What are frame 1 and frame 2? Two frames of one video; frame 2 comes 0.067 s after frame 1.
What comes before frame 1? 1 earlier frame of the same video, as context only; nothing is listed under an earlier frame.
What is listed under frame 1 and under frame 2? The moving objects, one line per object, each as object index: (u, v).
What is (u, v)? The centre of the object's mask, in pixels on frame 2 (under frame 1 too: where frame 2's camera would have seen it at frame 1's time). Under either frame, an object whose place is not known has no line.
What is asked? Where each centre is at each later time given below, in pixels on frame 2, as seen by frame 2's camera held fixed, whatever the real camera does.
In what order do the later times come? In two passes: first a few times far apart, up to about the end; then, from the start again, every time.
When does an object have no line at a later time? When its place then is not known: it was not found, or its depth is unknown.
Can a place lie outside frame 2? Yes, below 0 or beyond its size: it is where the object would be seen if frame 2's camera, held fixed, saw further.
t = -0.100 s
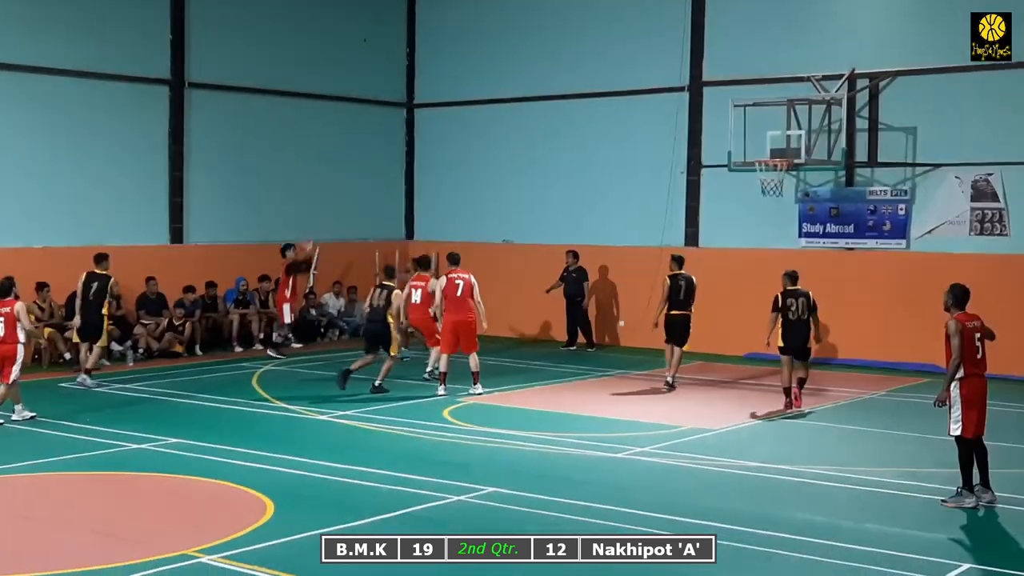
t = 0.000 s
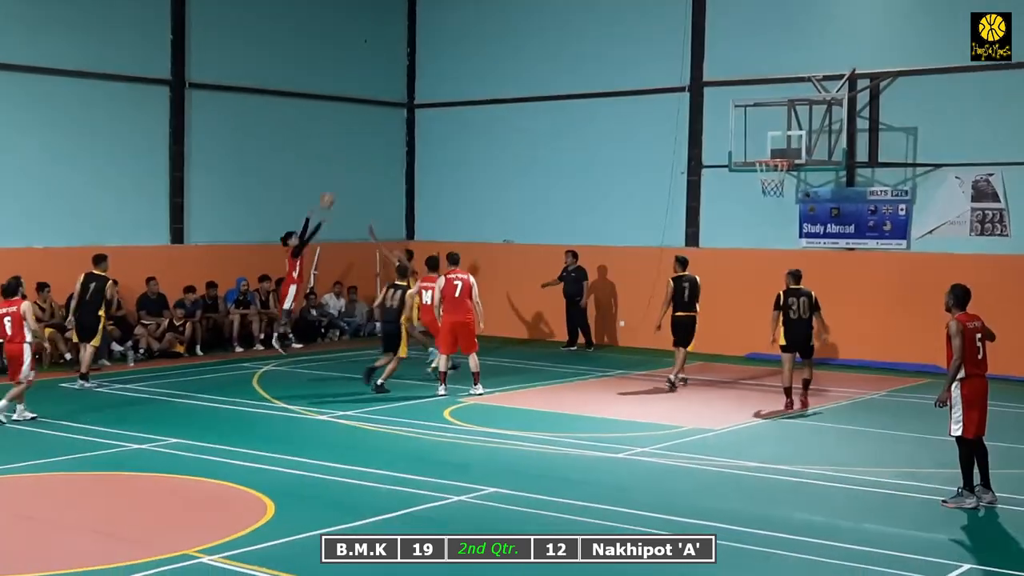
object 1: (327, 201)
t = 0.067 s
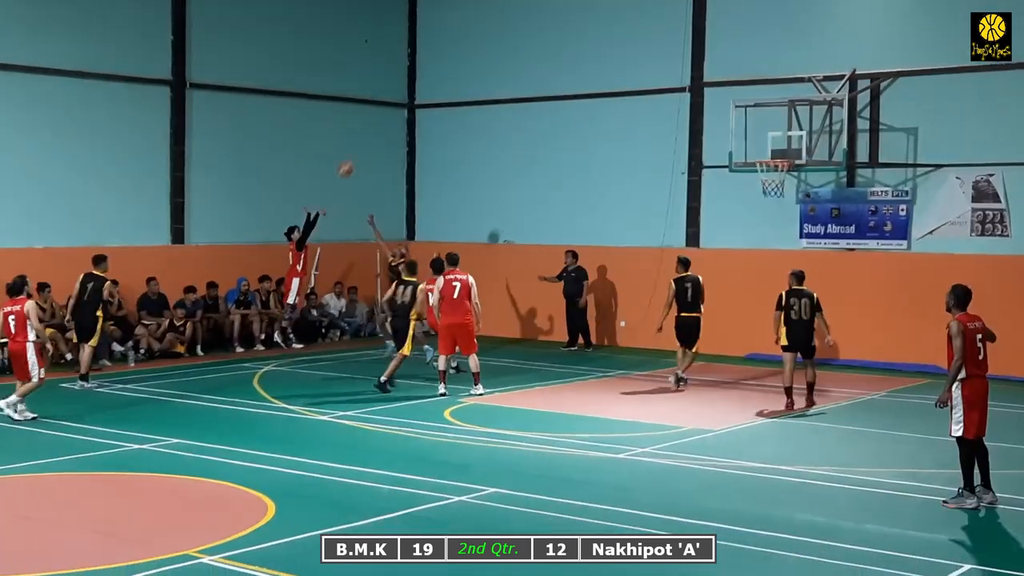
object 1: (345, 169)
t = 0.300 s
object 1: (410, 75)
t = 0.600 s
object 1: (495, 4)
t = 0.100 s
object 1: (355, 153)
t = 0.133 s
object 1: (364, 139)
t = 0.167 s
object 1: (372, 125)
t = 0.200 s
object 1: (382, 110)
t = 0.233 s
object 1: (391, 98)
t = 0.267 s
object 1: (401, 86)
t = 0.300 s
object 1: (410, 75)
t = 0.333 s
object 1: (418, 65)
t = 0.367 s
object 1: (428, 55)
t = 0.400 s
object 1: (438, 45)
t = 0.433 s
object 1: (447, 36)
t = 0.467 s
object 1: (456, 29)
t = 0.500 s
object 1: (466, 21)
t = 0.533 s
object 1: (476, 15)
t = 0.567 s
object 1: (486, 8)
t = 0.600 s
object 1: (495, 4)
